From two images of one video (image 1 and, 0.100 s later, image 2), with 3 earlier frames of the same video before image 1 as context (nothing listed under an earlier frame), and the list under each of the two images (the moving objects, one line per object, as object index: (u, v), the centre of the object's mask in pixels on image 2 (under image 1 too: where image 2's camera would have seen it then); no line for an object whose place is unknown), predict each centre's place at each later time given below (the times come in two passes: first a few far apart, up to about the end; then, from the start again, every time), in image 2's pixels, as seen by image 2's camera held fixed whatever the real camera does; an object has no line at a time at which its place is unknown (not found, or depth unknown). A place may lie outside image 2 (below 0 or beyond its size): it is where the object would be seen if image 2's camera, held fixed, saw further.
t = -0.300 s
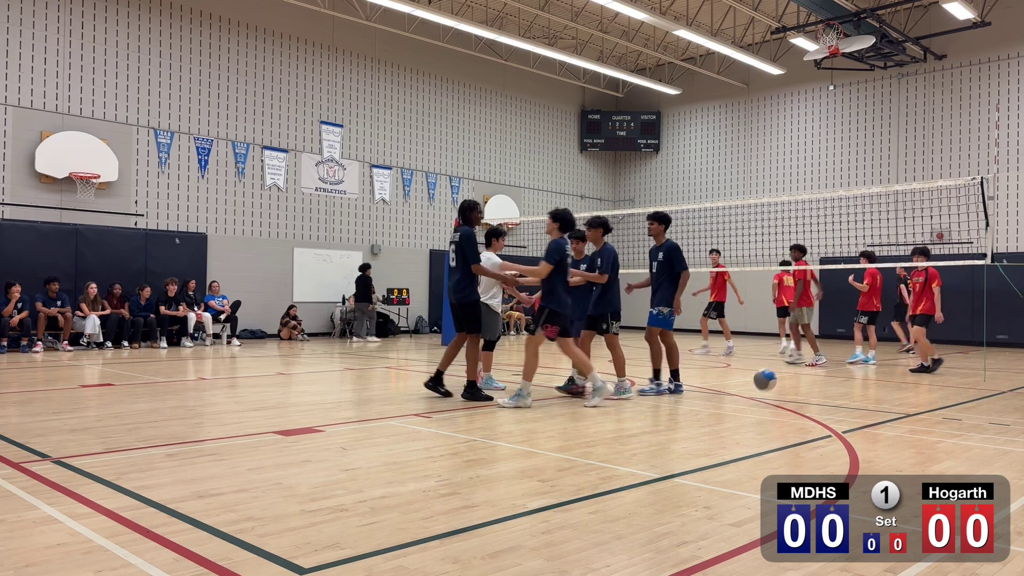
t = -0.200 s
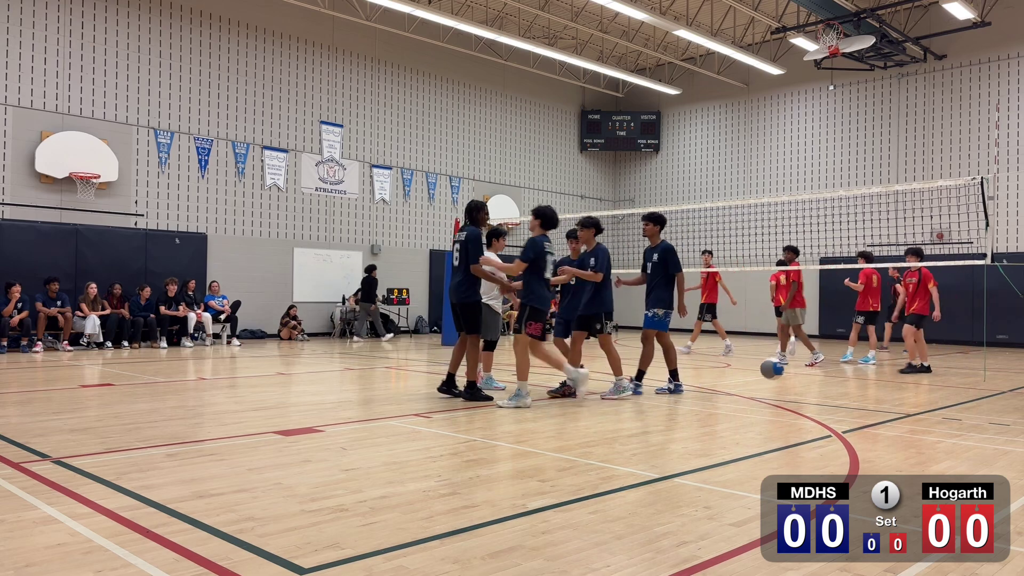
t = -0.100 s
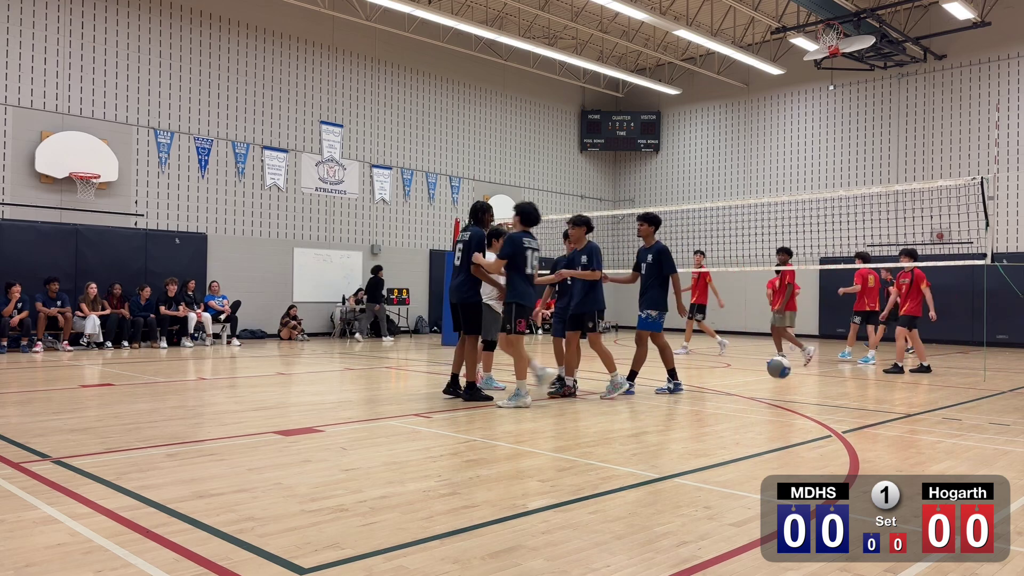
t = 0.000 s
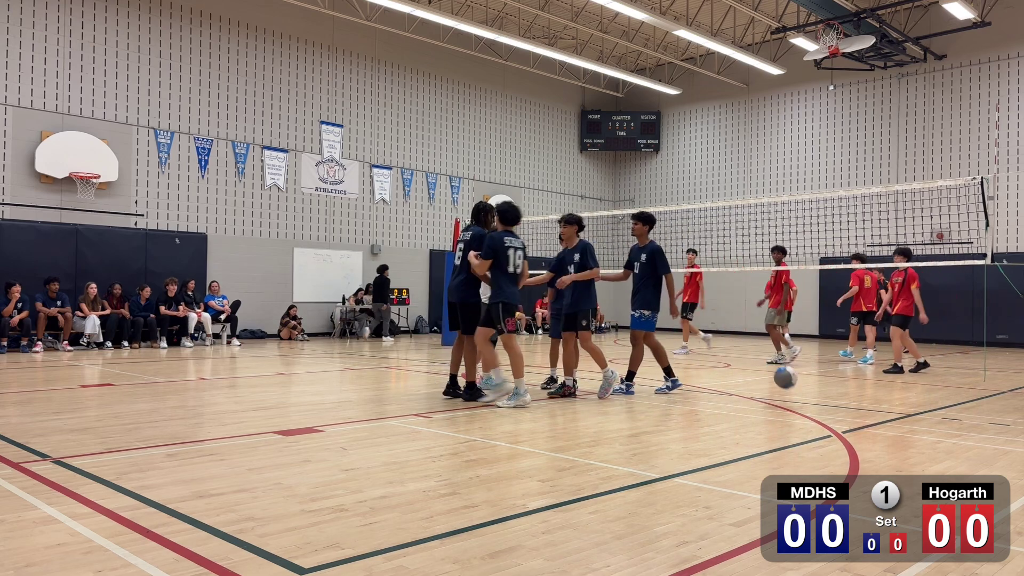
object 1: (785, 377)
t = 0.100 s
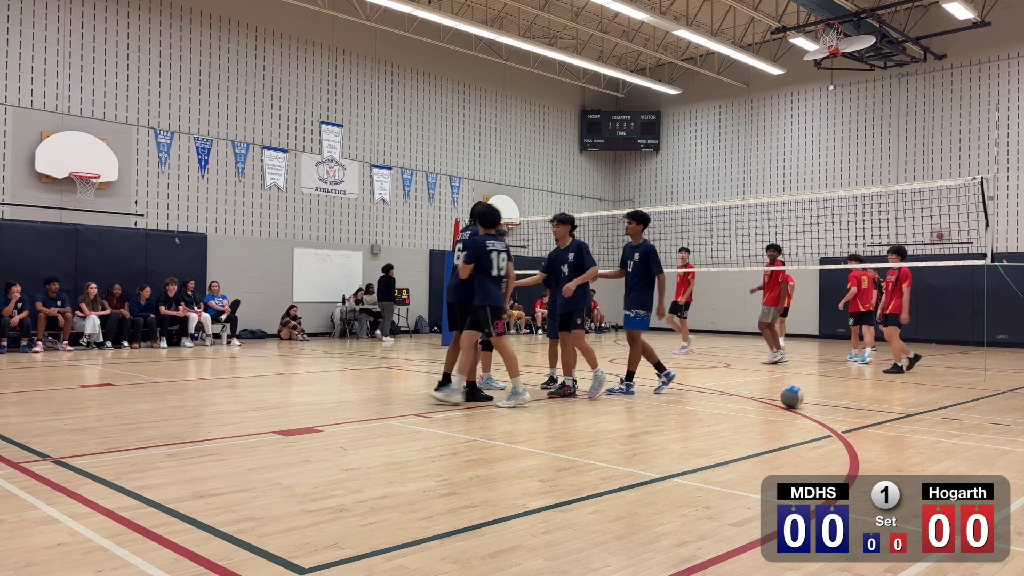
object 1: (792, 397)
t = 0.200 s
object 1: (799, 383)
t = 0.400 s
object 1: (812, 384)
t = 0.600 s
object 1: (826, 388)
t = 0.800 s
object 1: (841, 398)
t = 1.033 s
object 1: (858, 397)
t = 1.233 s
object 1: (872, 399)
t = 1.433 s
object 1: (887, 403)
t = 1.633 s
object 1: (902, 406)
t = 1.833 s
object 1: (918, 408)
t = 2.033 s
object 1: (934, 410)
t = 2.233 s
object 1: (950, 411)
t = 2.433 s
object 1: (965, 413)
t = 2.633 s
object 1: (980, 414)
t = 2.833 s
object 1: (996, 416)
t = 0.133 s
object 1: (794, 392)
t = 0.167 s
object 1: (797, 387)
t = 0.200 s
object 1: (799, 383)
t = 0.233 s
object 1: (801, 380)
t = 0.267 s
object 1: (803, 379)
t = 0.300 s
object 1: (805, 378)
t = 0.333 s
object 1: (807, 379)
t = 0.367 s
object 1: (810, 381)
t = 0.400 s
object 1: (812, 384)
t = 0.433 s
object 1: (814, 388)
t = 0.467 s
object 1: (816, 394)
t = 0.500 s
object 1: (819, 399)
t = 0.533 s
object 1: (821, 394)
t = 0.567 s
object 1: (824, 391)
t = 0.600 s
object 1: (826, 388)
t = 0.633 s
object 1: (828, 387)
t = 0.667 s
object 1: (831, 387)
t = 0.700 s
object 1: (833, 388)
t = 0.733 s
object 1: (836, 390)
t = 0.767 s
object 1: (838, 393)
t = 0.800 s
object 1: (841, 398)
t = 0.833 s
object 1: (843, 401)
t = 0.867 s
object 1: (845, 397)
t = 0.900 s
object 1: (848, 394)
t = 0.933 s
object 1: (850, 393)
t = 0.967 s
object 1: (853, 393)
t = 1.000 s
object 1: (855, 395)
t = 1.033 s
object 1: (858, 397)
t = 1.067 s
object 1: (860, 401)
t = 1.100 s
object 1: (862, 402)
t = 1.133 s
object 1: (864, 399)
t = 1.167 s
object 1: (867, 398)
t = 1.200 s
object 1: (869, 398)
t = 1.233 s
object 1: (872, 399)
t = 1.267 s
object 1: (874, 402)
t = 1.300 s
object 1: (877, 404)
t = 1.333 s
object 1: (879, 402)
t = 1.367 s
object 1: (882, 401)
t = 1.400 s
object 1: (884, 402)
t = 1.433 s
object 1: (887, 403)
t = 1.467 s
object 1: (889, 406)
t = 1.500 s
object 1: (892, 404)
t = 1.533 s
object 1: (894, 404)
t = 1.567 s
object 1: (897, 405)
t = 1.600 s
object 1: (899, 406)
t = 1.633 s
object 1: (902, 406)
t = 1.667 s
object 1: (905, 406)
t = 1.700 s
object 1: (908, 407)
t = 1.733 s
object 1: (910, 407)
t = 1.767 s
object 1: (913, 407)
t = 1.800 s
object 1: (916, 408)
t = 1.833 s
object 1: (918, 408)
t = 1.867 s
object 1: (921, 409)
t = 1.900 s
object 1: (923, 409)
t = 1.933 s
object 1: (926, 409)
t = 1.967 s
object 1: (929, 410)
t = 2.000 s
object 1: (931, 410)
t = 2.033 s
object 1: (934, 410)
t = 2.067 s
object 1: (937, 410)
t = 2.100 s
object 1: (939, 410)
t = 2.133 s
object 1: (942, 411)
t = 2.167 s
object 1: (945, 411)
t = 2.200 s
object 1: (947, 411)
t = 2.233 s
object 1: (950, 411)
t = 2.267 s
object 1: (952, 412)
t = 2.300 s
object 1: (955, 412)
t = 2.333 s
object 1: (957, 412)
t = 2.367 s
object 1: (960, 412)
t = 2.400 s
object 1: (962, 413)
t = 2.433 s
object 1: (965, 413)
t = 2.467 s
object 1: (967, 413)
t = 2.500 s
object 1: (970, 413)
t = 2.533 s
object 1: (973, 414)
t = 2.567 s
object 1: (975, 414)
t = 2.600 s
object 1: (978, 414)
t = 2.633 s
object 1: (980, 414)
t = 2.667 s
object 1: (983, 414)
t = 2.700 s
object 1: (986, 415)
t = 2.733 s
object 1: (988, 415)
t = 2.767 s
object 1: (991, 415)
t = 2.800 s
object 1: (994, 415)
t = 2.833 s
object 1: (996, 416)
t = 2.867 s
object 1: (999, 416)
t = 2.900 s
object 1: (1002, 416)
